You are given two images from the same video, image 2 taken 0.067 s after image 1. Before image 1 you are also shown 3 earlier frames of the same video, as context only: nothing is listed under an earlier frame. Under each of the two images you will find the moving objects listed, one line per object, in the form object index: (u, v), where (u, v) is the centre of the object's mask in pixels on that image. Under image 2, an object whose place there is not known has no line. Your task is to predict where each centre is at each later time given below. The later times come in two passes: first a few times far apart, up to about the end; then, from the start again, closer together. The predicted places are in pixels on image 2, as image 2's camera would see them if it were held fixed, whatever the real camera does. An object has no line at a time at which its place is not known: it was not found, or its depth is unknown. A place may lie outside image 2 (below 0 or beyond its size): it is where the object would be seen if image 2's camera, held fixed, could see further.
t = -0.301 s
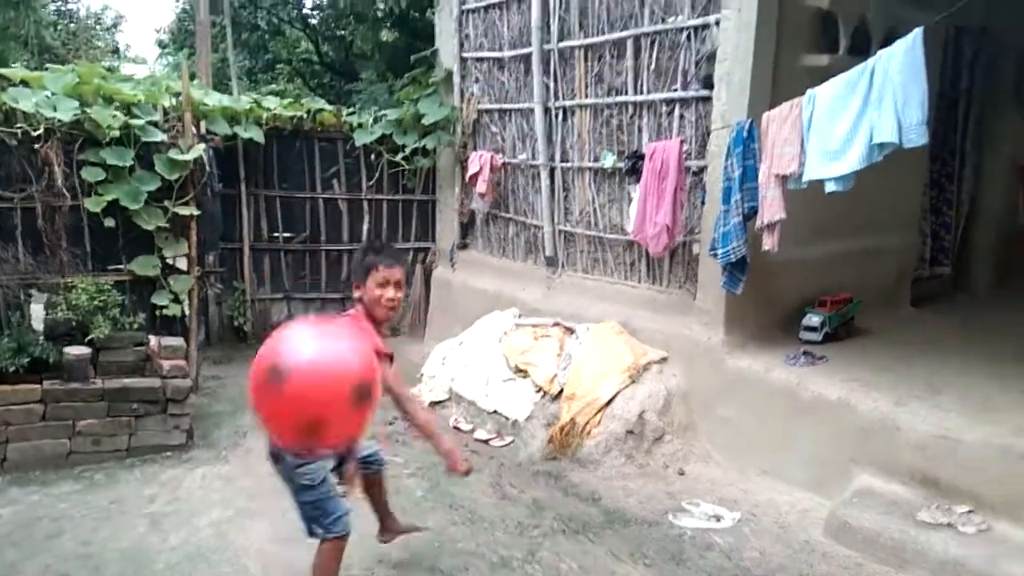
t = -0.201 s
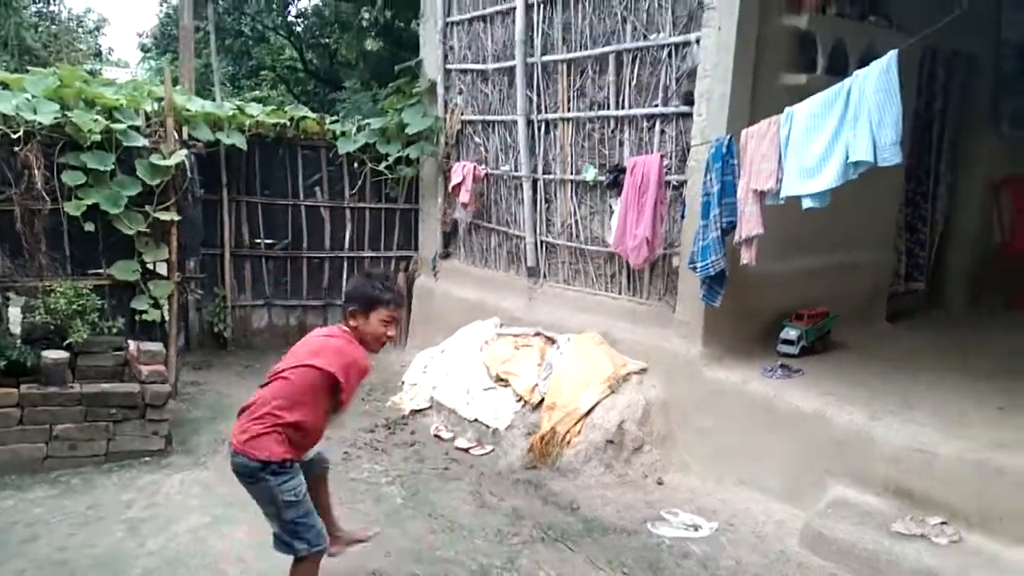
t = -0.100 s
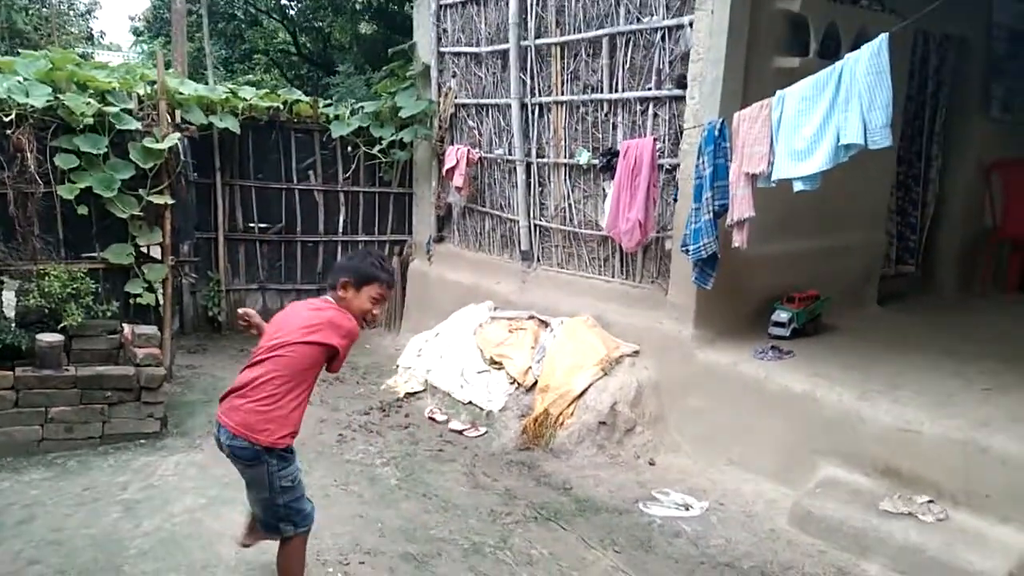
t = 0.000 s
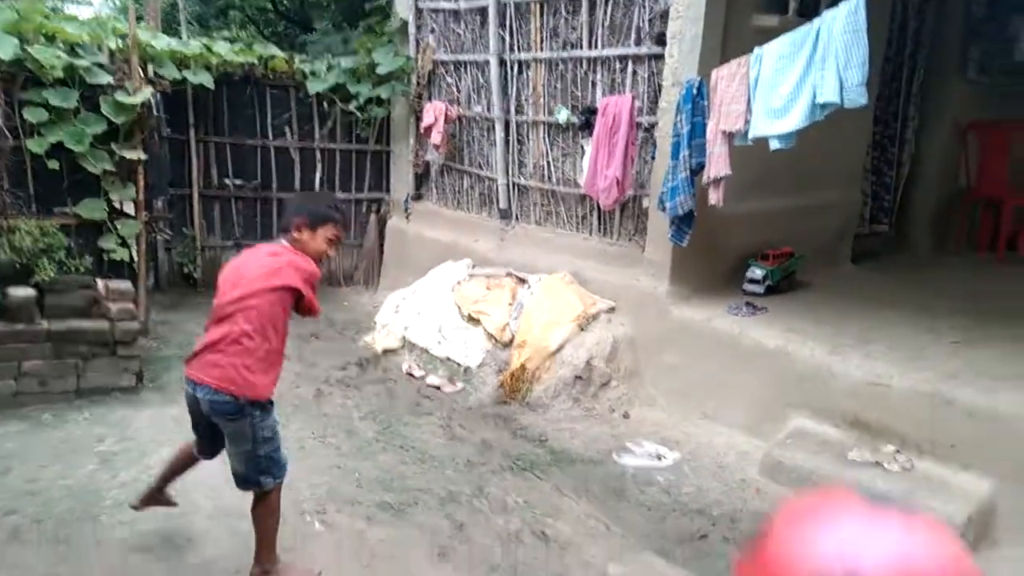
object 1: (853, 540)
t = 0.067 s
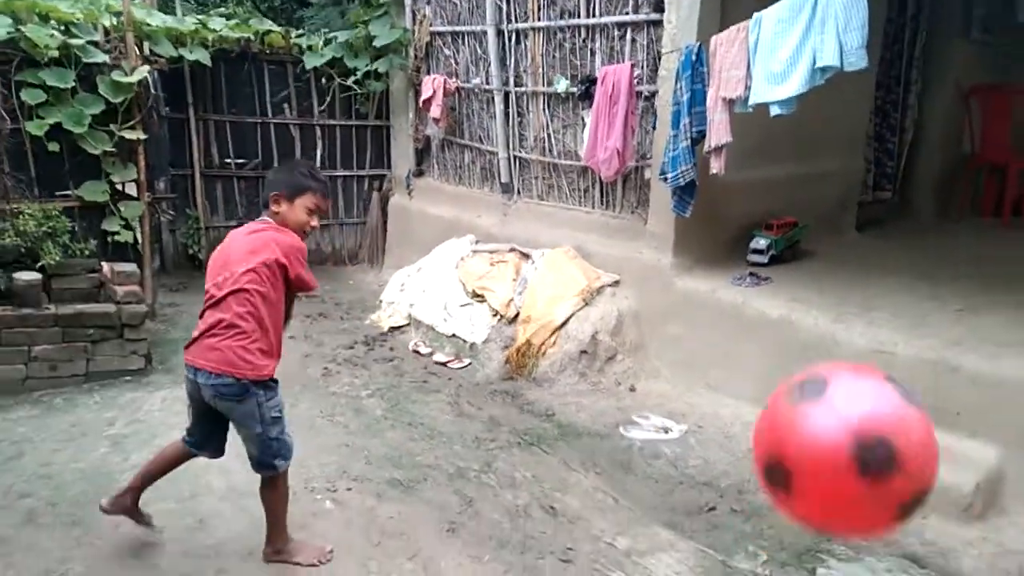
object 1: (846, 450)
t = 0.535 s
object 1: (815, 538)
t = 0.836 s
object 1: (859, 356)
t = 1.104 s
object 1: (831, 387)
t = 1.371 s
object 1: (745, 433)
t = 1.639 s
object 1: (665, 468)
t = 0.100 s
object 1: (839, 427)
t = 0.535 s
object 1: (815, 538)
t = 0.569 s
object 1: (823, 502)
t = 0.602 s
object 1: (829, 470)
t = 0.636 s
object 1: (835, 442)
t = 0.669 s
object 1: (841, 418)
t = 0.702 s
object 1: (845, 398)
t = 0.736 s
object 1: (850, 382)
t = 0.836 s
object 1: (859, 356)
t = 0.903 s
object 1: (861, 355)
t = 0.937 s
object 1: (861, 357)
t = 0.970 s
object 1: (861, 362)
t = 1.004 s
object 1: (861, 371)
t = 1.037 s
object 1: (856, 375)
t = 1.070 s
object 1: (843, 380)
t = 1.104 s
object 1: (831, 387)
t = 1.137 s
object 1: (819, 398)
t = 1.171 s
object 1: (808, 412)
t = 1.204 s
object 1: (796, 426)
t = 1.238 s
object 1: (783, 442)
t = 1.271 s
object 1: (771, 459)
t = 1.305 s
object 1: (763, 449)
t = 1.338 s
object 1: (754, 439)
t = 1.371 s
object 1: (745, 433)
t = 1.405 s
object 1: (736, 428)
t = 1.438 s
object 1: (727, 427)
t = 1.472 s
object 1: (717, 427)
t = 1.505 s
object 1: (707, 430)
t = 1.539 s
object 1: (697, 436)
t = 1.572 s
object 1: (686, 443)
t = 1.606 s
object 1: (676, 454)
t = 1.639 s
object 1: (665, 468)
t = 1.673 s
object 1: (655, 480)
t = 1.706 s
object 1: (646, 469)
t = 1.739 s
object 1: (638, 460)
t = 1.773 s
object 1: (629, 453)
